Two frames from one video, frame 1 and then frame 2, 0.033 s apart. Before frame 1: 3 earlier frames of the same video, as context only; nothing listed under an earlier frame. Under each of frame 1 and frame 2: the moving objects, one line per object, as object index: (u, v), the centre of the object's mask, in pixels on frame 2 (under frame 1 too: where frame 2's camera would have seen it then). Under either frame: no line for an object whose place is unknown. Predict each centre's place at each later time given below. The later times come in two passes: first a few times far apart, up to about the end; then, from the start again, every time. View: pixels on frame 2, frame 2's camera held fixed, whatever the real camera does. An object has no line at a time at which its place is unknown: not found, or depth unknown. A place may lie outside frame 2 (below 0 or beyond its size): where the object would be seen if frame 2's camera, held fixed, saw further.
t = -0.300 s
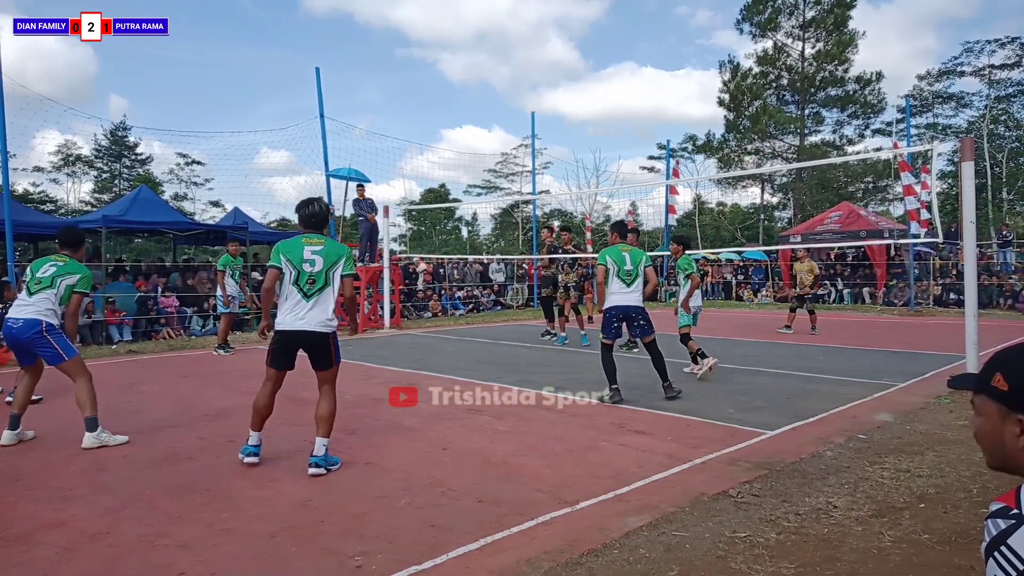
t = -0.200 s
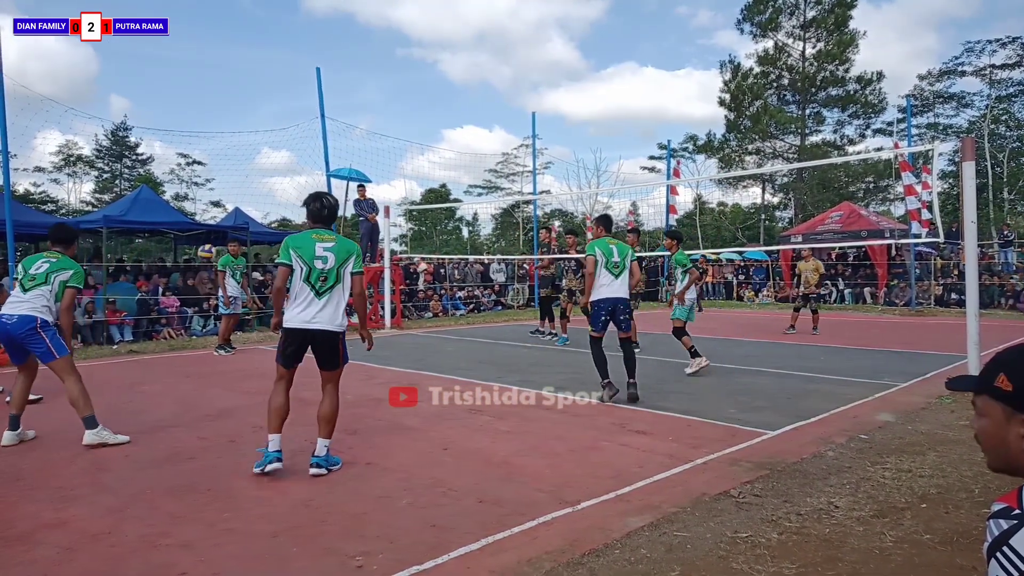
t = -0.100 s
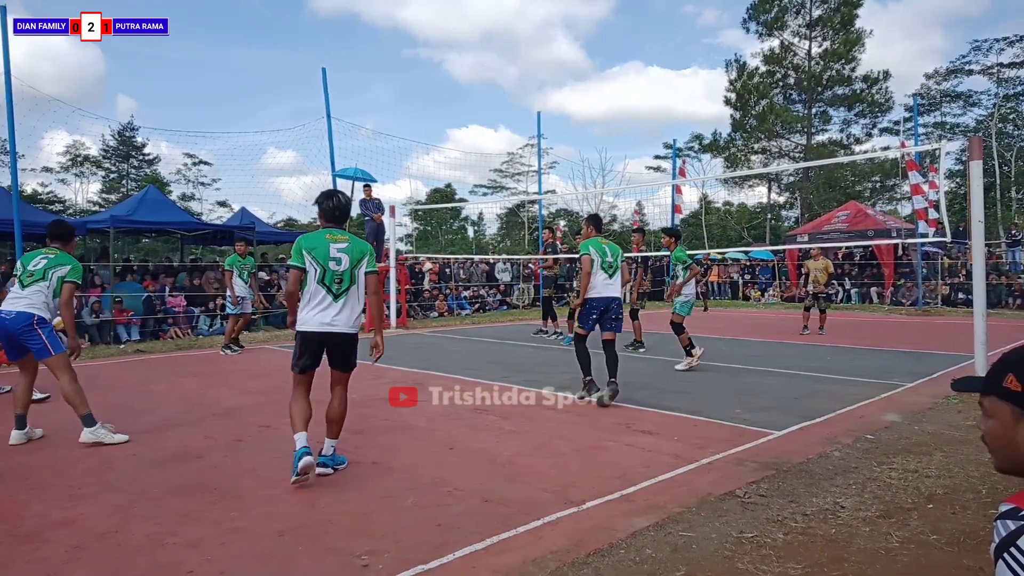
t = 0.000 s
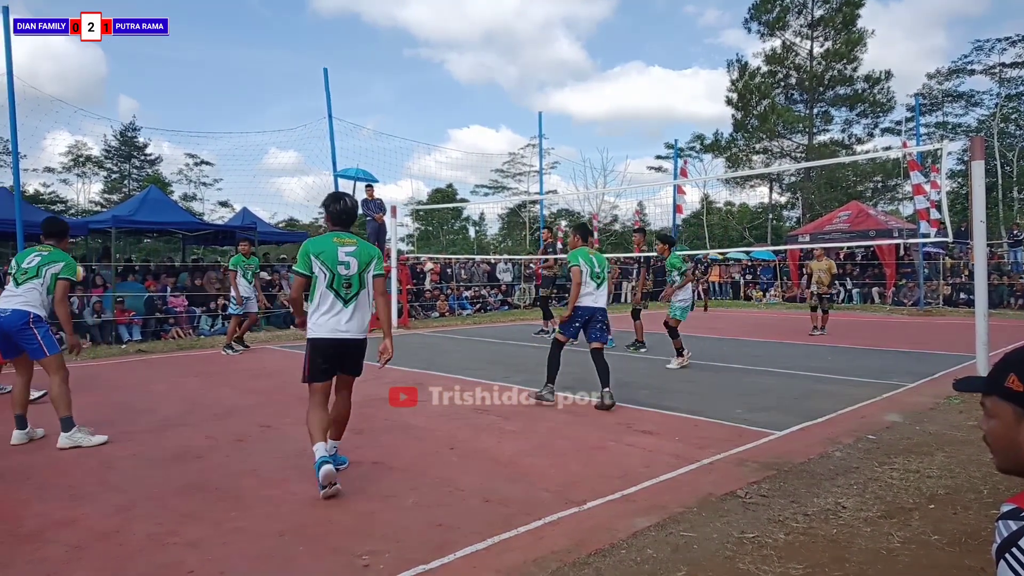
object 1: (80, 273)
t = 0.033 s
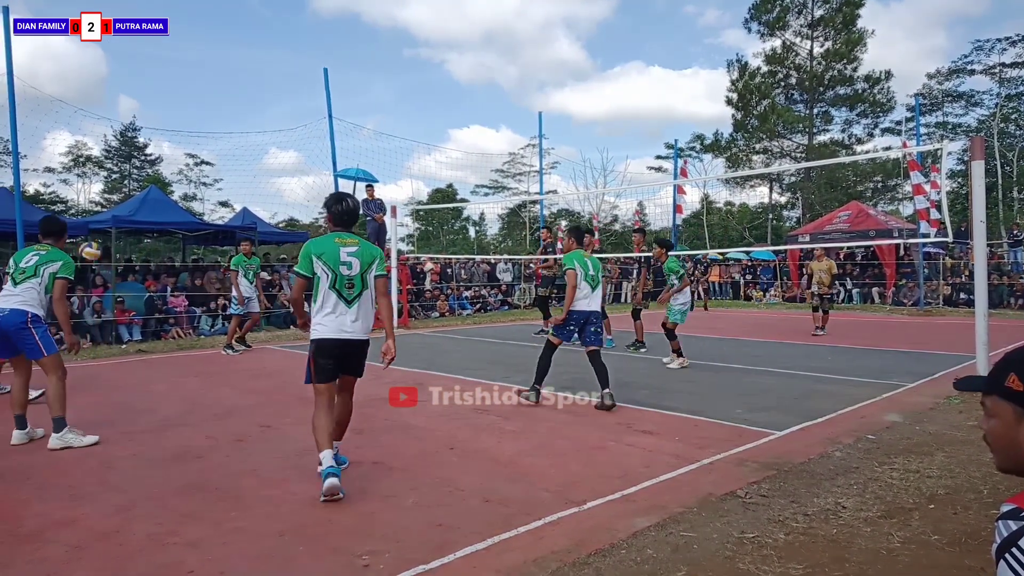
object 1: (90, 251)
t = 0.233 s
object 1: (178, 146)
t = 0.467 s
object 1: (272, 72)
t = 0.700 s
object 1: (359, 45)
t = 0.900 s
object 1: (428, 58)
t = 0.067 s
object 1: (105, 231)
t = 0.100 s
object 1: (120, 211)
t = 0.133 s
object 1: (135, 193)
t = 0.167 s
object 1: (150, 176)
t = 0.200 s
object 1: (164, 161)
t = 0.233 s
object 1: (178, 146)
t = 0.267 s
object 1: (193, 132)
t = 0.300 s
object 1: (206, 120)
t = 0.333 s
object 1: (220, 108)
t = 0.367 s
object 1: (233, 97)
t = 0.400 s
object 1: (246, 88)
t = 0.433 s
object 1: (259, 79)
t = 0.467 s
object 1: (272, 72)
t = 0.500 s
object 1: (285, 65)
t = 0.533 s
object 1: (298, 60)
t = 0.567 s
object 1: (311, 55)
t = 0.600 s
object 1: (323, 51)
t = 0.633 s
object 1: (335, 49)
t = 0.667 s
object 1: (347, 46)
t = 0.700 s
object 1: (359, 45)
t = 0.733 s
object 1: (370, 45)
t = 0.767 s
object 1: (382, 46)
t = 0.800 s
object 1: (393, 48)
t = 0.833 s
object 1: (405, 50)
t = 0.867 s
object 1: (416, 53)
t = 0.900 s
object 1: (428, 58)
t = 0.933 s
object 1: (439, 63)
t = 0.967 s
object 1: (450, 69)
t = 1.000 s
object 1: (461, 76)
